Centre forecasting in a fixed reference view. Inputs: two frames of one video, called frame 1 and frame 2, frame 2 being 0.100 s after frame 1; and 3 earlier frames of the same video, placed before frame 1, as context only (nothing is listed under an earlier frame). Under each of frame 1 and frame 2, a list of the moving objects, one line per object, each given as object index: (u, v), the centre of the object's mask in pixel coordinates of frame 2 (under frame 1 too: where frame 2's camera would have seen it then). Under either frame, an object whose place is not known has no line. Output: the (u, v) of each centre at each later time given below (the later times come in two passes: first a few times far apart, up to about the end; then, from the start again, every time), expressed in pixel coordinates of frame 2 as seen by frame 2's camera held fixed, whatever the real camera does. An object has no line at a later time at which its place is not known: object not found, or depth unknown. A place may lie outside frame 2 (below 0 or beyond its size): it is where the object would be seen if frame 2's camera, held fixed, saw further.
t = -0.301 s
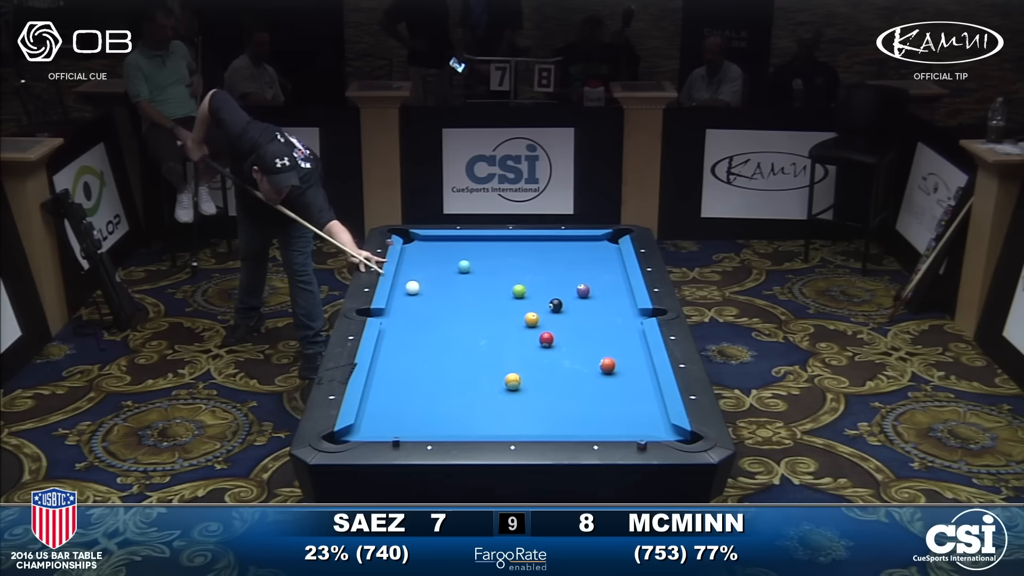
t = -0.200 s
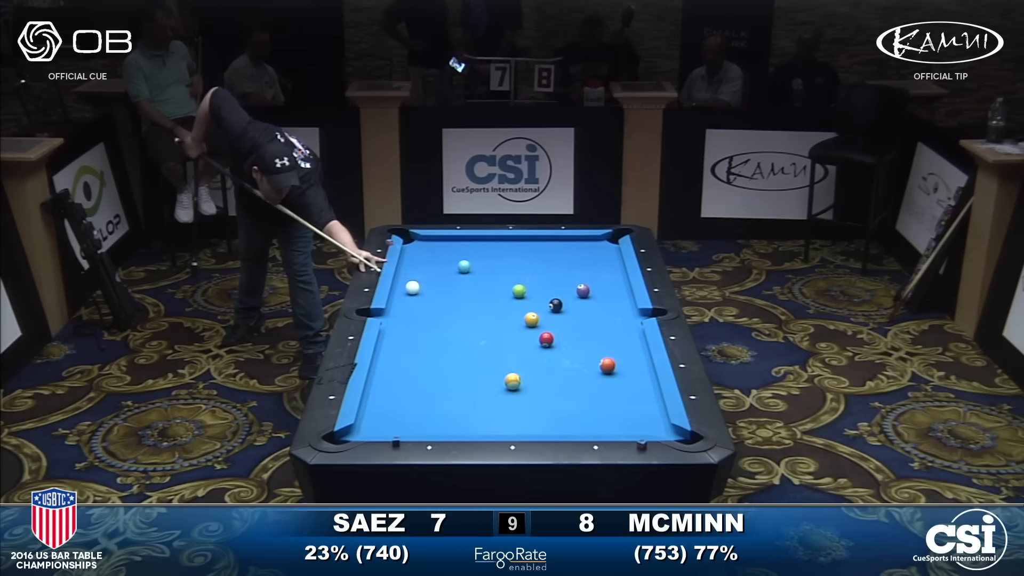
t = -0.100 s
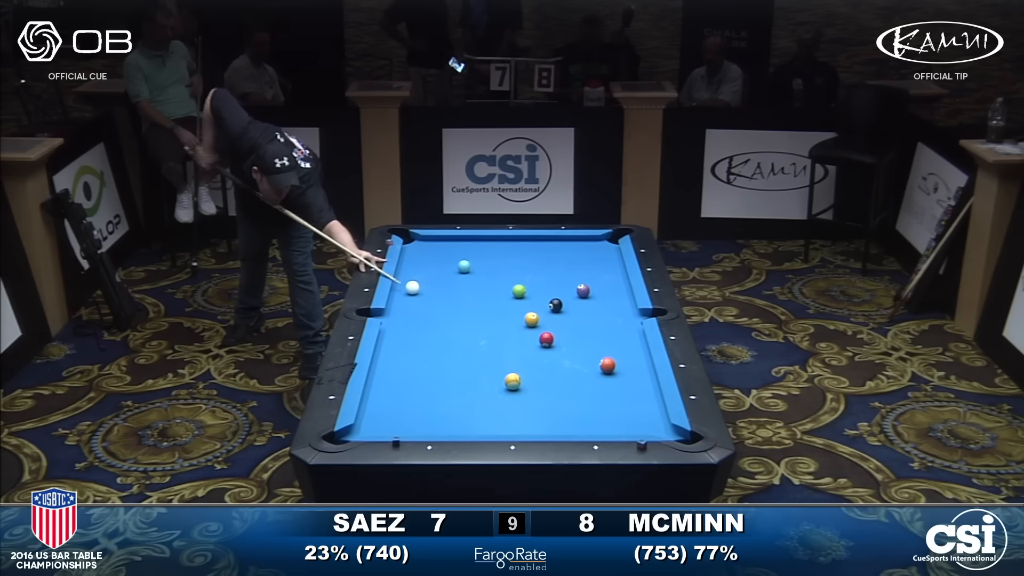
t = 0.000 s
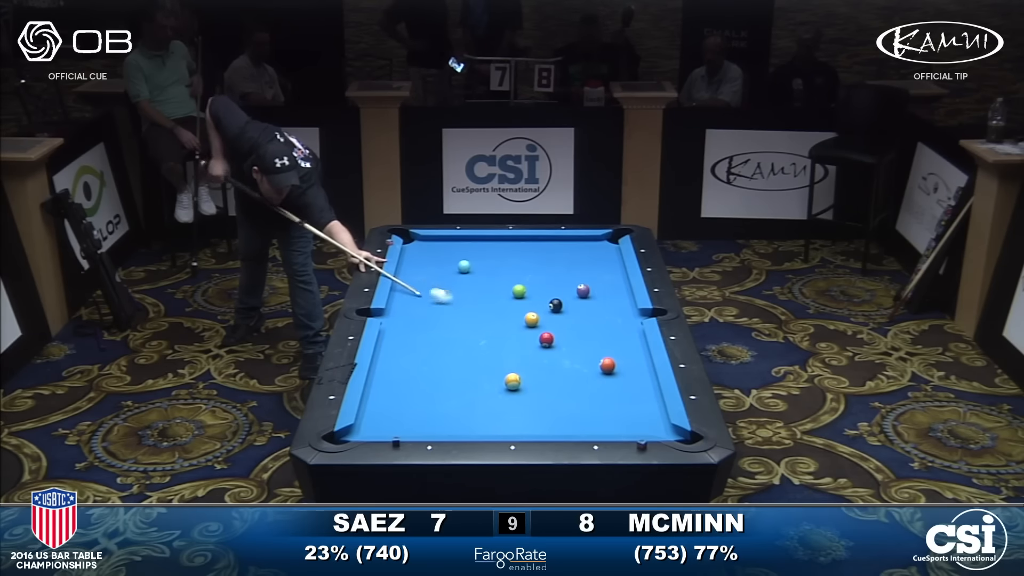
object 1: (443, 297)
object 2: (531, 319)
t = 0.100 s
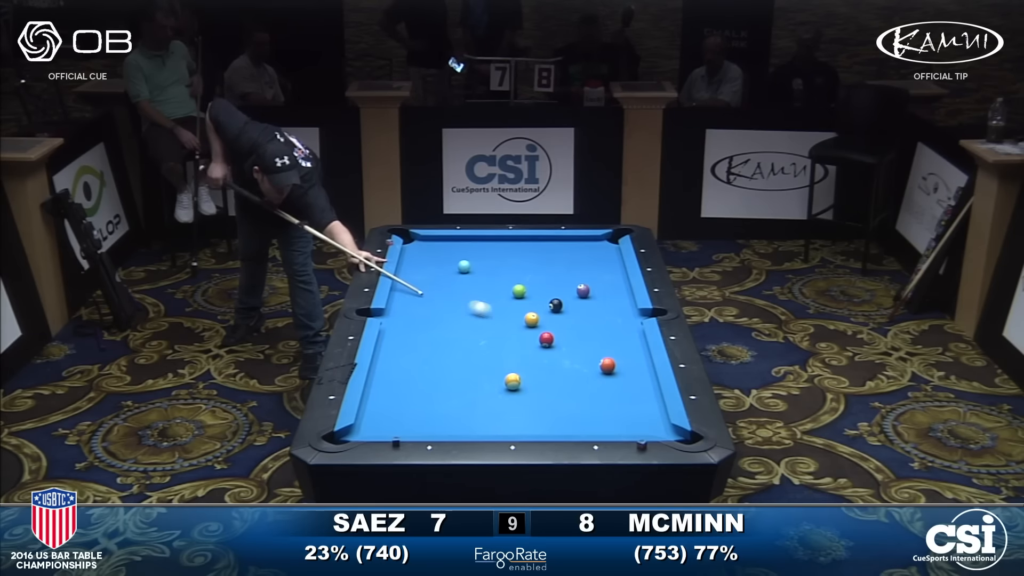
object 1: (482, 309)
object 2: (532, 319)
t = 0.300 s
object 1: (522, 331)
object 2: (554, 318)
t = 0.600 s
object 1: (539, 363)
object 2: (609, 316)
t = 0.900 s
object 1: (557, 397)
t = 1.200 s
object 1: (576, 429)
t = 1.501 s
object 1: (566, 414)
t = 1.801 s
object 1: (557, 397)
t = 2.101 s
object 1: (549, 382)
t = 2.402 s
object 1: (542, 369)
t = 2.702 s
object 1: (535, 357)
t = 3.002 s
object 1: (530, 346)
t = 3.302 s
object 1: (525, 337)
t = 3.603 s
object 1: (521, 329)
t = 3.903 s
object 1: (517, 321)
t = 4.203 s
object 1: (514, 315)
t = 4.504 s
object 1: (511, 309)
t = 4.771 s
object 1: (508, 305)
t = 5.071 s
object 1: (506, 301)
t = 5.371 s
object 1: (504, 297)
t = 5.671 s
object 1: (503, 295)
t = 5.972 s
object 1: (502, 293)
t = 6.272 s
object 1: (502, 291)
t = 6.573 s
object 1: (502, 291)
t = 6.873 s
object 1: (502, 290)
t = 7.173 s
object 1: (502, 290)
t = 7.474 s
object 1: (502, 291)
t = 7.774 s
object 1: (502, 290)
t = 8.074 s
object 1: (502, 290)
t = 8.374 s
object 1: (502, 290)
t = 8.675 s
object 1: (502, 291)
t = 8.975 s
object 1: (502, 291)
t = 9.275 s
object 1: (502, 290)
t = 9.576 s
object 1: (502, 290)
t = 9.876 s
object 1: (502, 291)
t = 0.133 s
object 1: (494, 313)
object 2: (531, 319)
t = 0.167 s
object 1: (506, 317)
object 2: (531, 319)
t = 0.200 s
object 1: (516, 320)
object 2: (532, 319)
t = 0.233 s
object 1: (519, 324)
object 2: (539, 319)
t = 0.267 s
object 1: (521, 328)
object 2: (547, 319)
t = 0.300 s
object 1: (522, 331)
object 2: (554, 318)
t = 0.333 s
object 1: (524, 335)
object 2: (561, 318)
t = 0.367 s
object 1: (526, 338)
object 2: (567, 317)
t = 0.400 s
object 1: (528, 342)
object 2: (573, 317)
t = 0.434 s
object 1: (529, 345)
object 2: (579, 317)
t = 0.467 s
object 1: (531, 348)
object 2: (585, 317)
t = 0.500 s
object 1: (533, 352)
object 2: (591, 317)
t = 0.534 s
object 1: (535, 355)
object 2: (598, 316)
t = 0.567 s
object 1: (537, 359)
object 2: (603, 316)
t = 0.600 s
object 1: (539, 363)
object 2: (609, 316)
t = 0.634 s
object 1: (541, 366)
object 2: (615, 315)
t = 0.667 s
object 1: (543, 370)
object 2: (621, 315)
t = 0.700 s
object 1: (545, 374)
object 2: (627, 315)
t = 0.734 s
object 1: (547, 378)
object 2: (633, 315)
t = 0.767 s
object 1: (549, 382)
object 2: (639, 314)
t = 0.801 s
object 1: (551, 385)
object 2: (645, 313)
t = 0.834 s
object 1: (553, 389)
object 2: (649, 314)
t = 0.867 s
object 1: (555, 393)
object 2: (654, 316)
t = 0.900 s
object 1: (557, 397)
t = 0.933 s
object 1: (559, 401)
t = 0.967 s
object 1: (562, 405)
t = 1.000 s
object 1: (564, 410)
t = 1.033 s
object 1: (566, 414)
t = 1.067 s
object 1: (568, 418)
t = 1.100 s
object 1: (570, 422)
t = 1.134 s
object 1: (573, 425)
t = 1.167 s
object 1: (575, 427)
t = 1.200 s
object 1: (576, 429)
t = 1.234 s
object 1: (575, 428)
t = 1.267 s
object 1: (574, 426)
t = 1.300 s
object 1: (573, 425)
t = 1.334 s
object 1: (572, 424)
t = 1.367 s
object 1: (571, 422)
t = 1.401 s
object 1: (569, 419)
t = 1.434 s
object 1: (568, 418)
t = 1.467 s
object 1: (567, 416)
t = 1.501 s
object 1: (566, 414)
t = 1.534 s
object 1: (565, 412)
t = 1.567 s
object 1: (564, 410)
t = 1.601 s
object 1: (563, 408)
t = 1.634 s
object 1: (562, 406)
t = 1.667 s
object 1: (561, 404)
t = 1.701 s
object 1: (560, 402)
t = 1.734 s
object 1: (559, 401)
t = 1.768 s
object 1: (558, 399)
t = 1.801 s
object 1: (557, 397)
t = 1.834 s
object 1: (556, 395)
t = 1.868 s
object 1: (555, 394)
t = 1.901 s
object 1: (554, 392)
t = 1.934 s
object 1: (553, 390)
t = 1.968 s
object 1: (552, 389)
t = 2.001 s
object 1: (551, 387)
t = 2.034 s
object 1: (550, 386)
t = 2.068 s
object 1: (549, 384)
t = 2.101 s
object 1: (549, 382)
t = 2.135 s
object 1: (548, 381)
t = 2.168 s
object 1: (547, 379)
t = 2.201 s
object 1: (546, 377)
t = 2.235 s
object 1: (545, 376)
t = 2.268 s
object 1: (544, 375)
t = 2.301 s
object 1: (544, 373)
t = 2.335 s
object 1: (543, 372)
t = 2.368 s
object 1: (542, 370)
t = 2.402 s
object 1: (542, 369)
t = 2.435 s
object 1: (541, 368)
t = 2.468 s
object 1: (540, 366)
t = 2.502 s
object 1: (539, 365)
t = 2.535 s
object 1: (539, 363)
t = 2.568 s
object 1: (538, 362)
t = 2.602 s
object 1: (537, 361)
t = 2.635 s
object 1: (537, 360)
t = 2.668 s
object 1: (536, 358)
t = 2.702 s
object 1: (535, 357)
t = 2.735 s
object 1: (535, 356)
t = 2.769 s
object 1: (534, 355)
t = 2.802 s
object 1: (534, 354)
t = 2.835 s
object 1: (533, 352)
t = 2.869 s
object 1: (532, 351)
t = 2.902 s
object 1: (532, 350)
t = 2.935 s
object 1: (531, 349)
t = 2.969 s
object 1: (530, 348)
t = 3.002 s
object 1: (530, 346)
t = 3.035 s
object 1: (529, 345)
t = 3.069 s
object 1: (529, 344)
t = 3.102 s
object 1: (528, 343)
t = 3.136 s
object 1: (528, 342)
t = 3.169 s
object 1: (527, 341)
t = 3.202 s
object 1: (527, 340)
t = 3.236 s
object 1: (526, 339)
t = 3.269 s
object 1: (526, 338)
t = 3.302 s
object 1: (525, 337)
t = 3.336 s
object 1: (525, 336)
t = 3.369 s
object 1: (524, 335)
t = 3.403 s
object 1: (524, 334)
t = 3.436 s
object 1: (523, 333)
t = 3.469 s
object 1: (523, 332)
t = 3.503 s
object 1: (523, 331)
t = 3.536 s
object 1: (522, 330)
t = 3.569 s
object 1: (522, 330)
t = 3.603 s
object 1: (521, 329)
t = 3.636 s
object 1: (521, 328)
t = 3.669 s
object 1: (520, 327)
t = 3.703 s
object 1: (520, 326)
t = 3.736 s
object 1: (519, 325)
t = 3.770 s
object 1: (519, 324)
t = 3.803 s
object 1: (518, 324)
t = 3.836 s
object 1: (518, 323)
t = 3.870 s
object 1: (518, 322)
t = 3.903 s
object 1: (517, 321)
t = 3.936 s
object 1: (517, 321)
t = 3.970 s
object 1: (516, 320)
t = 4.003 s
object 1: (516, 319)
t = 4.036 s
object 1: (516, 318)
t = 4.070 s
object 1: (515, 318)
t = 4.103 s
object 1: (515, 317)
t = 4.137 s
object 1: (515, 316)
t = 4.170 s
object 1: (514, 315)
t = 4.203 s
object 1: (514, 315)
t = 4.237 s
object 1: (514, 314)
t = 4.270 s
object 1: (513, 314)
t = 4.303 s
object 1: (513, 313)
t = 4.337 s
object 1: (513, 312)
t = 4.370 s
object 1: (512, 312)
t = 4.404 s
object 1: (512, 311)
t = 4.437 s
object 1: (511, 310)
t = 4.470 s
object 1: (511, 310)
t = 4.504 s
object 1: (511, 309)
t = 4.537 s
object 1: (510, 309)
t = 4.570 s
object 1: (510, 308)
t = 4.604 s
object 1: (510, 308)
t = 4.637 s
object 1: (510, 307)
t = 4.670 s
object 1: (509, 307)
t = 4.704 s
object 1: (509, 306)
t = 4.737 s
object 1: (509, 305)
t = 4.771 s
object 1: (508, 305)
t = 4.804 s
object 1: (508, 304)
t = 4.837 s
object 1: (508, 304)
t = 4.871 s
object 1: (507, 303)
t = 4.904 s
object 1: (507, 303)
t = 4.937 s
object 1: (507, 303)
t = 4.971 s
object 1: (506, 302)
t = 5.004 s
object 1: (506, 302)
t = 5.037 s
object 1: (506, 301)
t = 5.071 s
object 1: (506, 301)
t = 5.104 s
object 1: (506, 300)
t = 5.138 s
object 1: (505, 300)
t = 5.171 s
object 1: (505, 300)
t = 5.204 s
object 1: (505, 299)
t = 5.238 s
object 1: (505, 299)
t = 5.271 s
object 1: (505, 298)
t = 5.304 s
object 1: (504, 298)
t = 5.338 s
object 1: (504, 298)
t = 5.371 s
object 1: (504, 297)
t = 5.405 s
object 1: (504, 297)
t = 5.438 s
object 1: (504, 297)
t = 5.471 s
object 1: (504, 296)
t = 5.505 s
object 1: (503, 296)
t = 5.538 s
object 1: (503, 296)
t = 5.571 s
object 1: (503, 295)
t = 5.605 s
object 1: (503, 295)
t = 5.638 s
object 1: (503, 295)
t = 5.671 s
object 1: (503, 295)
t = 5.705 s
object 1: (503, 294)
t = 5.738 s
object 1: (502, 294)
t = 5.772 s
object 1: (502, 294)
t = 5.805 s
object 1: (502, 294)
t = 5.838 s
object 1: (502, 293)
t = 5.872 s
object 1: (502, 293)
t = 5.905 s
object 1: (502, 293)
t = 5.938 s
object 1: (502, 293)
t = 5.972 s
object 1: (502, 293)
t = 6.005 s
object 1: (502, 292)
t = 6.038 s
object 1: (502, 292)
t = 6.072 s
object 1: (502, 292)
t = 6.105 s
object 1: (502, 292)
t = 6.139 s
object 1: (502, 292)
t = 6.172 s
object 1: (502, 292)
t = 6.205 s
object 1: (502, 291)
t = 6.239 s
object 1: (502, 291)
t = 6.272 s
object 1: (502, 291)
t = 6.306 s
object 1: (502, 291)
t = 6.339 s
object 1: (502, 291)
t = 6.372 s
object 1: (502, 291)
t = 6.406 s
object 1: (502, 291)
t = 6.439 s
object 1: (502, 291)
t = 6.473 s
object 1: (502, 291)
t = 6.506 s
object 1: (502, 291)
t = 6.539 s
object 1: (502, 291)
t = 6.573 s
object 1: (502, 291)
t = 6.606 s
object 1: (502, 290)
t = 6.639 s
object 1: (502, 290)
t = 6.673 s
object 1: (502, 290)
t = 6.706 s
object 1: (502, 291)
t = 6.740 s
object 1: (502, 291)
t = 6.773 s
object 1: (502, 290)
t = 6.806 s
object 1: (502, 290)
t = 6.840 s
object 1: (502, 290)
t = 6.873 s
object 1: (502, 290)
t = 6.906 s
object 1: (502, 290)
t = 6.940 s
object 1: (502, 290)
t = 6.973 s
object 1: (502, 290)
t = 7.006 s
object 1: (502, 290)
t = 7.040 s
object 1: (502, 290)
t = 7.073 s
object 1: (502, 290)
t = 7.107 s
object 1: (502, 290)
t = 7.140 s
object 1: (502, 290)
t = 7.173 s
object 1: (502, 290)
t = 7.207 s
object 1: (502, 290)
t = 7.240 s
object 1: (502, 291)
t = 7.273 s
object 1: (502, 291)
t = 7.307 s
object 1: (502, 290)
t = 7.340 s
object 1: (502, 291)
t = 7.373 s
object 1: (502, 291)
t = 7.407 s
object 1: (502, 291)
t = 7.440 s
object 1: (502, 290)
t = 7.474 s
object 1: (502, 291)
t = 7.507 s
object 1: (502, 290)
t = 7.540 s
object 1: (502, 290)
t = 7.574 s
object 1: (502, 290)
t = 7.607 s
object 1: (502, 290)
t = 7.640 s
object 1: (502, 290)
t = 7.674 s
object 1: (502, 290)
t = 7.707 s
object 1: (502, 291)
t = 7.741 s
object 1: (502, 291)
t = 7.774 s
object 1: (502, 290)
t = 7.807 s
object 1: (502, 291)
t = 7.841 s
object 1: (502, 290)
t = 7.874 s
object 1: (502, 290)
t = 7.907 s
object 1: (502, 290)
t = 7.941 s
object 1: (502, 290)
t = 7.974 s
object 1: (502, 291)
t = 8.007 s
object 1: (502, 290)
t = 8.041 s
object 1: (502, 290)
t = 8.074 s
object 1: (502, 290)
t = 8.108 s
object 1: (502, 290)
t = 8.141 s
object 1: (502, 290)
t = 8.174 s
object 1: (502, 290)
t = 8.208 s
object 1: (502, 290)
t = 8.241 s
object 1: (502, 290)
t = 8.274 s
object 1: (502, 290)
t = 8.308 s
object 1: (502, 290)
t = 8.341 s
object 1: (502, 290)
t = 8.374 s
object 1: (502, 290)
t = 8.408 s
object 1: (502, 290)
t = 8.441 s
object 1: (502, 290)
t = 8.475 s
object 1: (502, 290)
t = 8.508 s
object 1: (502, 290)
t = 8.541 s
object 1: (502, 291)
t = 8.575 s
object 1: (502, 290)
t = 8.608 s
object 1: (502, 291)
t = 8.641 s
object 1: (502, 290)
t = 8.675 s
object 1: (502, 291)
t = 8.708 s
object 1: (502, 291)
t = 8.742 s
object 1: (502, 291)
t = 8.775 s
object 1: (502, 290)
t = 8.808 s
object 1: (502, 291)
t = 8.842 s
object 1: (502, 291)
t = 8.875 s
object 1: (502, 290)
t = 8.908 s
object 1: (502, 291)
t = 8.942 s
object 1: (502, 291)
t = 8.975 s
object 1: (502, 291)
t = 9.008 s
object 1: (502, 290)
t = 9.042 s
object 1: (502, 291)
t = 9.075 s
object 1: (502, 291)
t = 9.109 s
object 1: (502, 291)
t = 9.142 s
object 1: (502, 290)
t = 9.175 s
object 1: (502, 291)
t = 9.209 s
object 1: (502, 291)
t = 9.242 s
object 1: (502, 291)
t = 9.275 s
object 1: (502, 290)
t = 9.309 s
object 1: (502, 290)
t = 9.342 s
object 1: (502, 290)
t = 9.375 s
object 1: (502, 290)
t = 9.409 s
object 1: (502, 290)
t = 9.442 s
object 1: (502, 290)
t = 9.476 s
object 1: (502, 290)
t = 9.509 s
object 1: (502, 290)
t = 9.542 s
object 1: (502, 290)
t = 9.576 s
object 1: (502, 290)
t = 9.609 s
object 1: (502, 290)
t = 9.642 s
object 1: (502, 290)
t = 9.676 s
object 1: (502, 290)
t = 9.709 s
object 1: (502, 290)
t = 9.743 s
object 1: (502, 290)
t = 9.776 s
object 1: (502, 290)
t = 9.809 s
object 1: (502, 290)
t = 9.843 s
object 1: (502, 290)
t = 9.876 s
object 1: (502, 291)
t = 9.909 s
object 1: (502, 290)
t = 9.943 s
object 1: (502, 291)
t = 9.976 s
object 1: (502, 290)
